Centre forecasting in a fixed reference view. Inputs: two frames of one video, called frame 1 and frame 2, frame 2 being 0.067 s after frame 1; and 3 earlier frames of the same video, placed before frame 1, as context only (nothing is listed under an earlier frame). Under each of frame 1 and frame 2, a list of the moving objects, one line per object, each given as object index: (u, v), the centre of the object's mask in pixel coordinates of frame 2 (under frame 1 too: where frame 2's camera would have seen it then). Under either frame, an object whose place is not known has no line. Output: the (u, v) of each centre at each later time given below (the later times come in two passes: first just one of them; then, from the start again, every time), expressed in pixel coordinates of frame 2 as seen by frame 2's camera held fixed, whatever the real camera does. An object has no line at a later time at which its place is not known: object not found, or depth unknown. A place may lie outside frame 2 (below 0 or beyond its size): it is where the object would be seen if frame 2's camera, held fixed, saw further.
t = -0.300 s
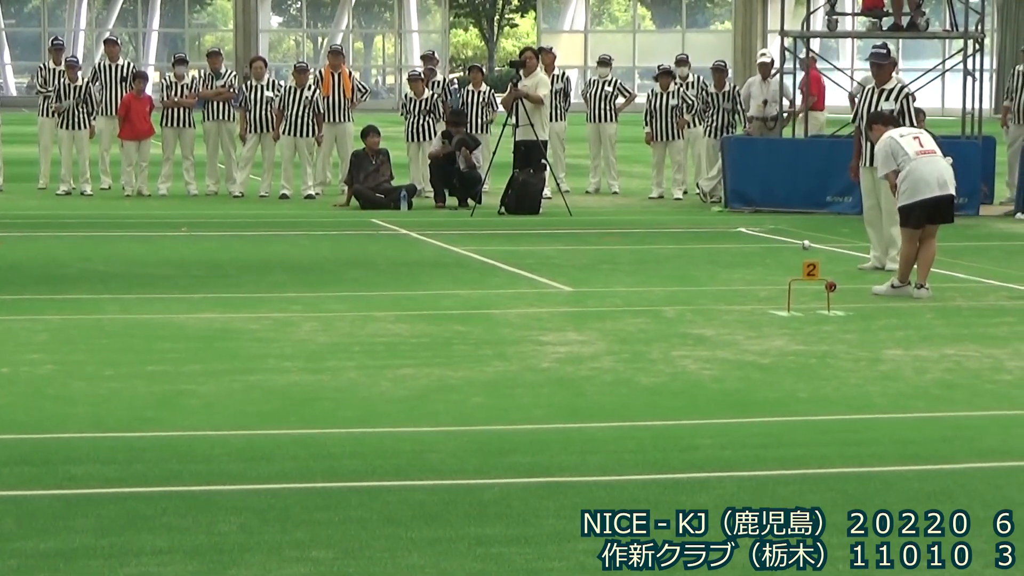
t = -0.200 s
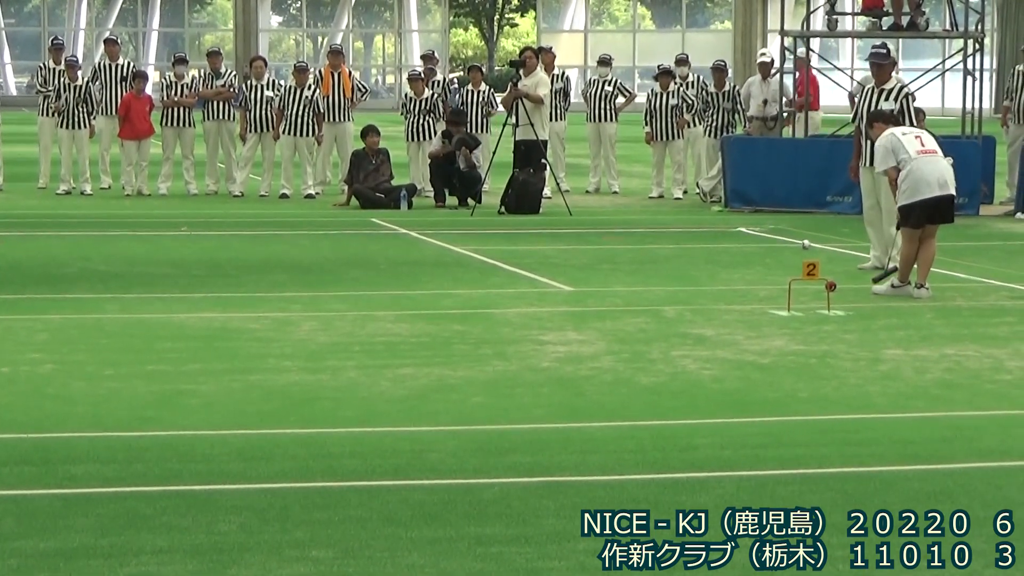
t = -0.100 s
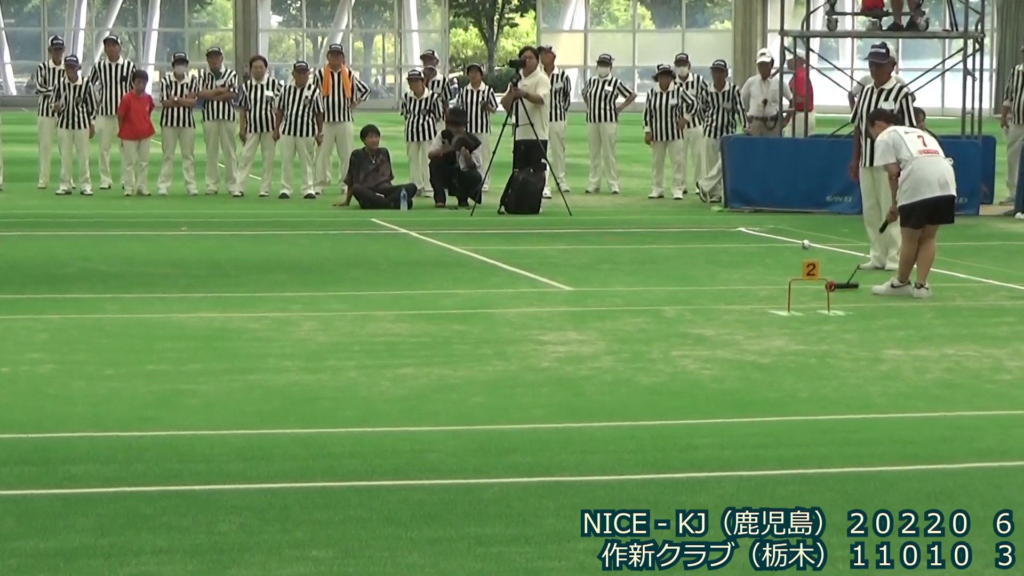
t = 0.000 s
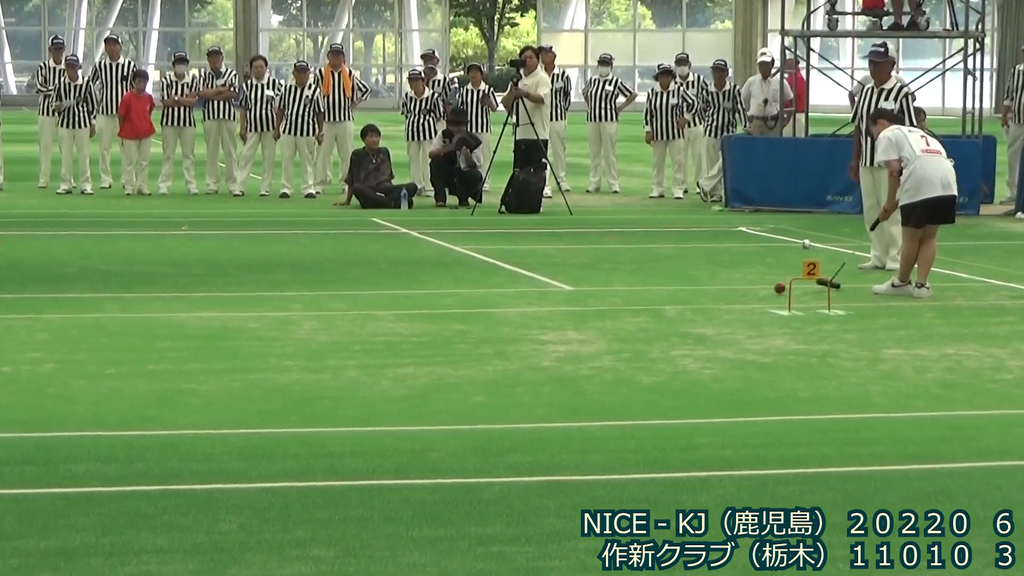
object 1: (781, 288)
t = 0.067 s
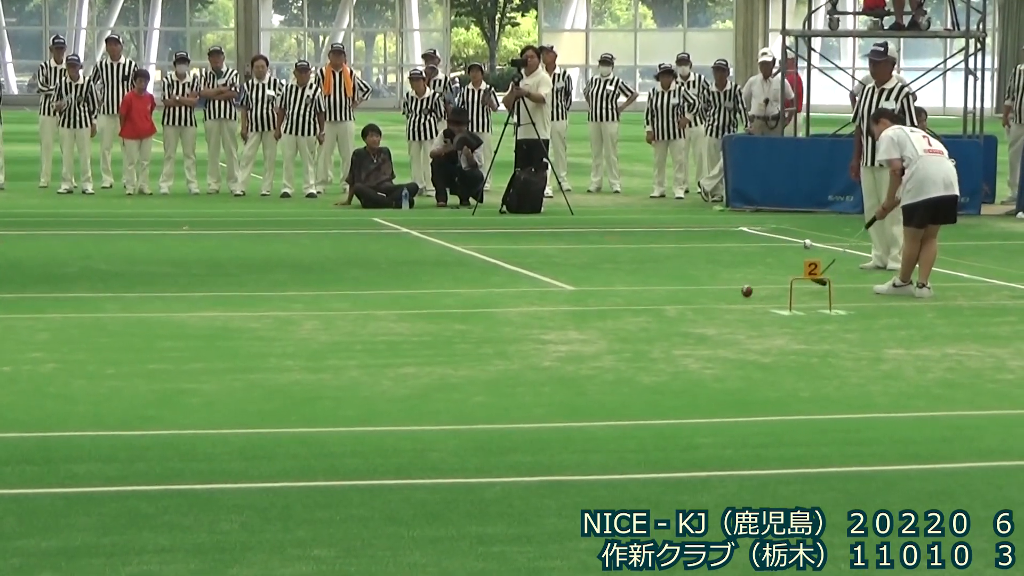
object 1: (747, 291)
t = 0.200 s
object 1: (683, 296)
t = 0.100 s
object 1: (731, 292)
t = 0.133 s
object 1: (714, 294)
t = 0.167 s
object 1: (698, 295)
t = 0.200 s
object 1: (683, 296)
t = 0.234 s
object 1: (668, 296)
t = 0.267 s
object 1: (652, 298)
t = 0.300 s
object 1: (638, 299)
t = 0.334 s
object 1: (624, 299)
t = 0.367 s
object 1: (611, 301)
